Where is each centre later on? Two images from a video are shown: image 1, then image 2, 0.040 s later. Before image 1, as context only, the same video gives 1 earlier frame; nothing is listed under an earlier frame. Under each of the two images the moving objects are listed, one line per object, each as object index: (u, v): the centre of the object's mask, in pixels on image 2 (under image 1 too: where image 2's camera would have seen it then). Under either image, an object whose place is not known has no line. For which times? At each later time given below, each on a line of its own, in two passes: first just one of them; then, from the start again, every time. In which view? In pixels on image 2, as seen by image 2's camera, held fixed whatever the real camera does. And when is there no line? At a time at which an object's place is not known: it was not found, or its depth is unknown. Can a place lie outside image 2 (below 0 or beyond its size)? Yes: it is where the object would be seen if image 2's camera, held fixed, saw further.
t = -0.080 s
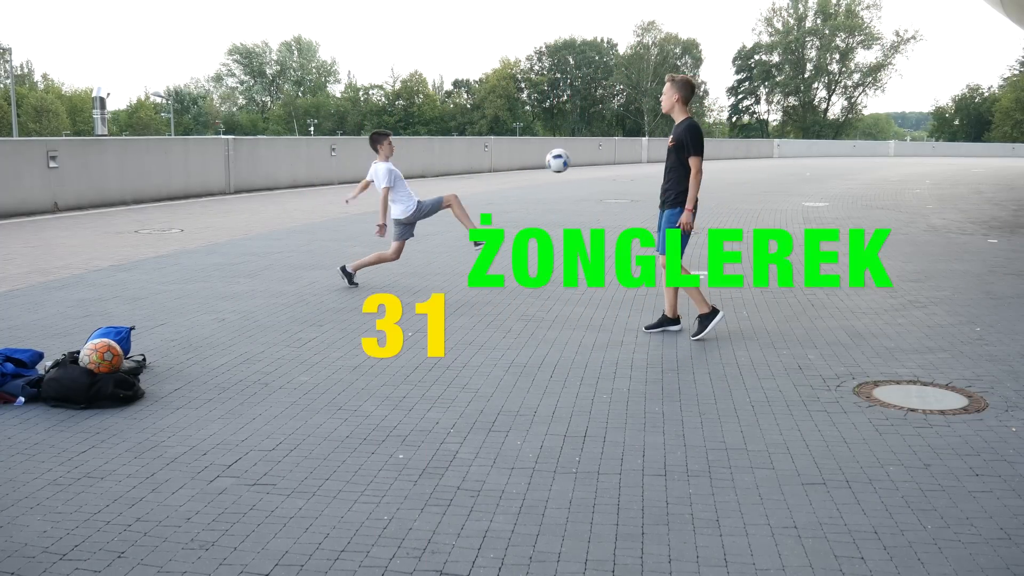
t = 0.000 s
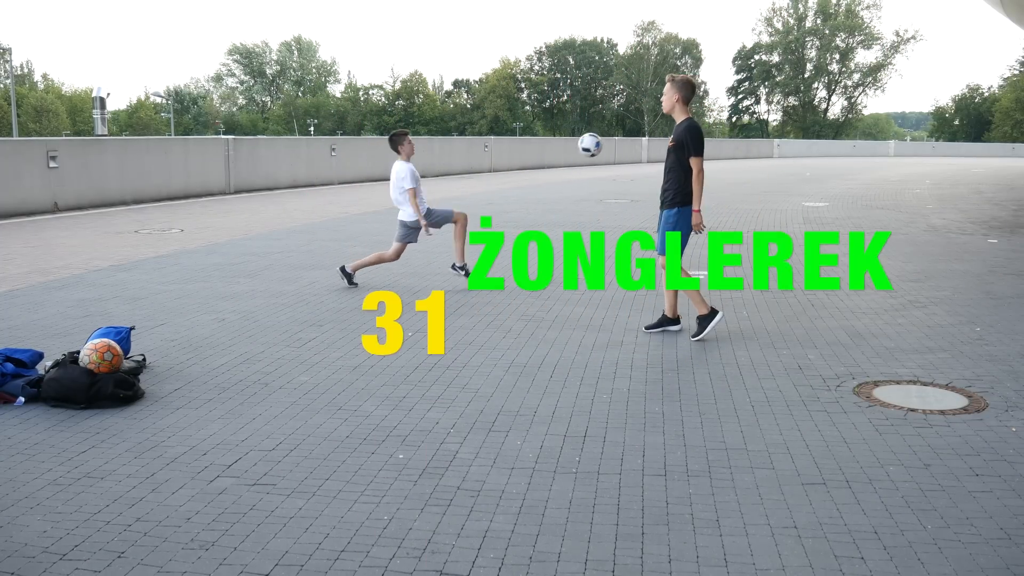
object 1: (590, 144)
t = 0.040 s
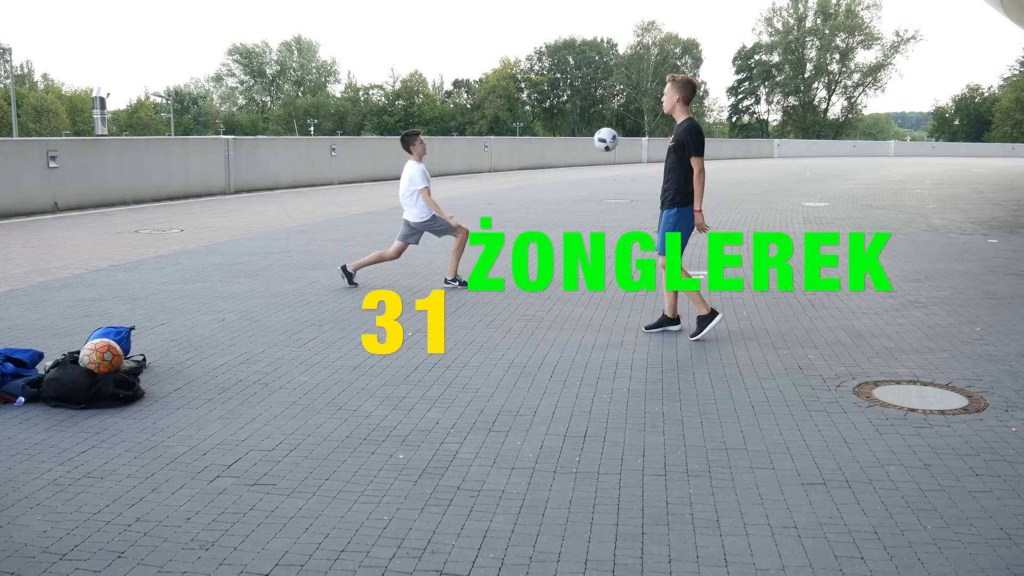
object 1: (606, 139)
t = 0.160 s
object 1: (653, 134)
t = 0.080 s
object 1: (621, 136)
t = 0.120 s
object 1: (637, 134)
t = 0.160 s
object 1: (653, 134)
